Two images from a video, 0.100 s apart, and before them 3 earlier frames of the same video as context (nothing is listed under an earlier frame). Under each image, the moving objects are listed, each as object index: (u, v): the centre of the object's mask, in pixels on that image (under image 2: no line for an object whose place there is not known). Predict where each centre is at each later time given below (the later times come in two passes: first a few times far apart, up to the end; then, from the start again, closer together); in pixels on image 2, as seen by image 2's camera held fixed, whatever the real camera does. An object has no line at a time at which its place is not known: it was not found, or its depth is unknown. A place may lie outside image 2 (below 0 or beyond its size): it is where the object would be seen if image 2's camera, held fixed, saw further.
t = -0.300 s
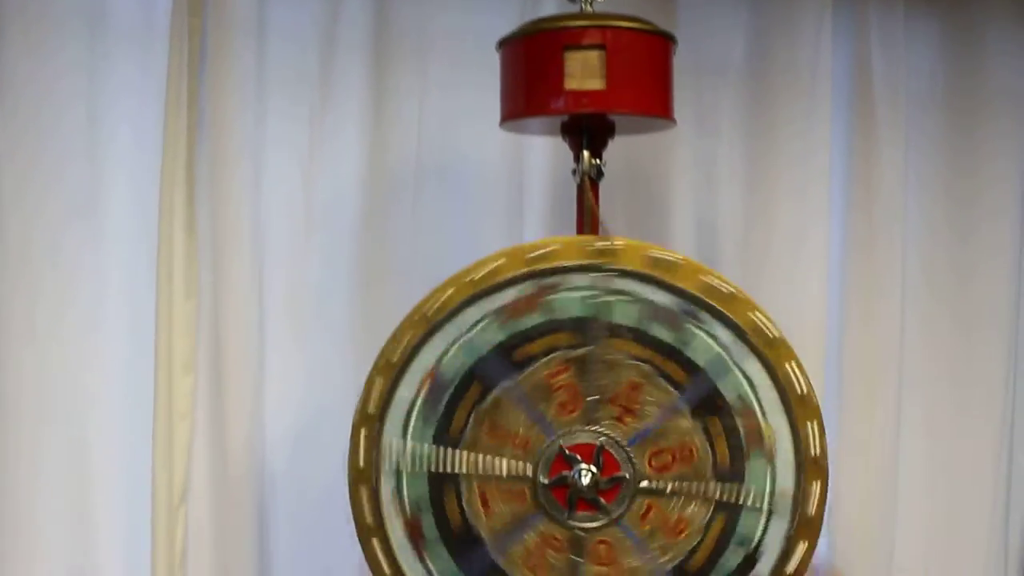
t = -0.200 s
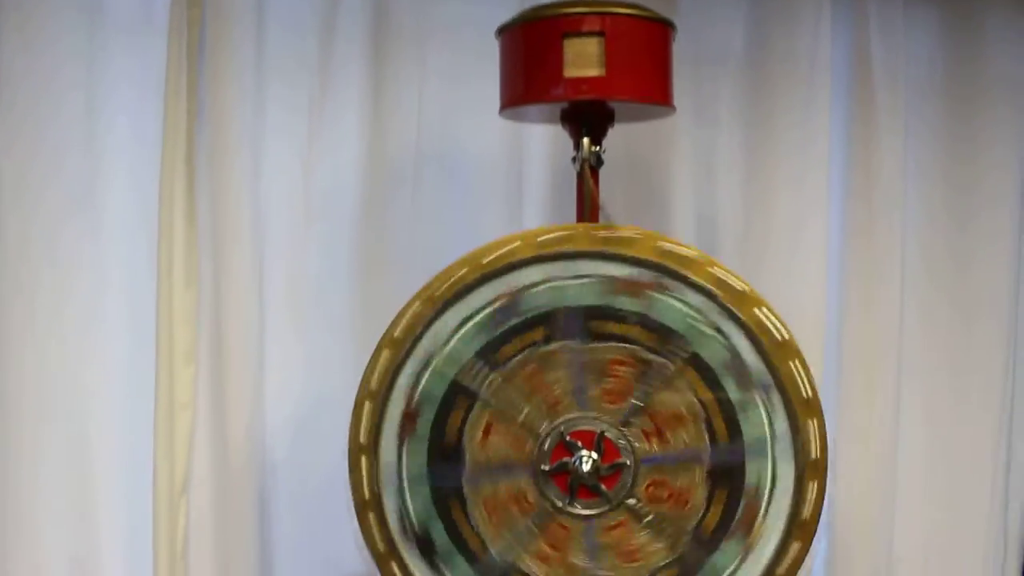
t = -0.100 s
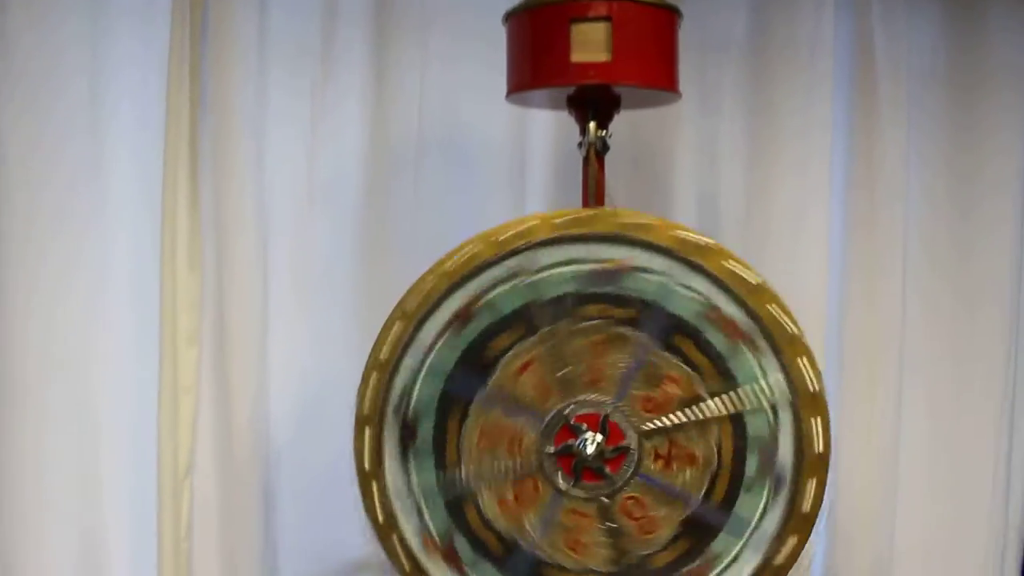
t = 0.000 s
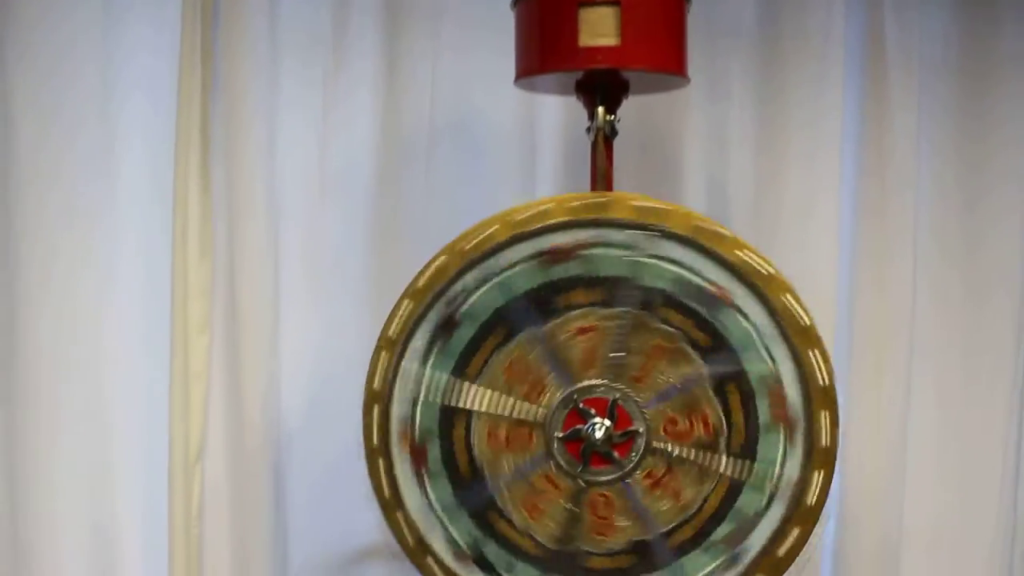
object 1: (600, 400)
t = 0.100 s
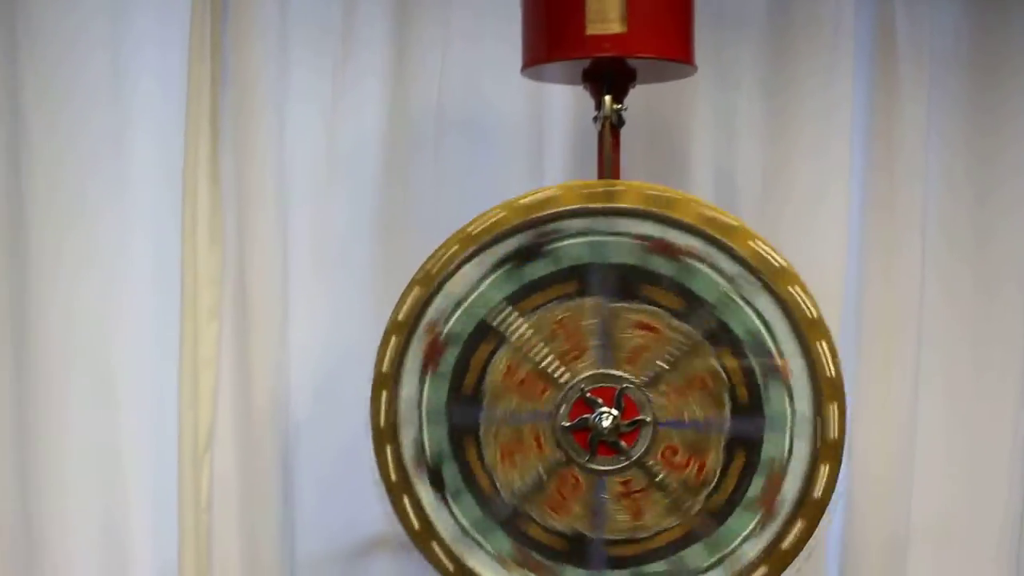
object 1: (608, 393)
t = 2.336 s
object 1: (609, 387)
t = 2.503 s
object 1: (609, 381)
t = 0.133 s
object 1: (607, 394)
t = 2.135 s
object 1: (609, 394)
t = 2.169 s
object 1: (609, 393)
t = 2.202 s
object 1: (609, 392)
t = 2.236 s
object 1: (609, 390)
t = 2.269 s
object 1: (609, 389)
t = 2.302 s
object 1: (609, 388)
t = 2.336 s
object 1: (609, 387)
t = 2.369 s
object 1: (609, 386)
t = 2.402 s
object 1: (609, 384)
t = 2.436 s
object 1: (609, 383)
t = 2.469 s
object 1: (609, 382)
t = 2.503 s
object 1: (609, 381)
